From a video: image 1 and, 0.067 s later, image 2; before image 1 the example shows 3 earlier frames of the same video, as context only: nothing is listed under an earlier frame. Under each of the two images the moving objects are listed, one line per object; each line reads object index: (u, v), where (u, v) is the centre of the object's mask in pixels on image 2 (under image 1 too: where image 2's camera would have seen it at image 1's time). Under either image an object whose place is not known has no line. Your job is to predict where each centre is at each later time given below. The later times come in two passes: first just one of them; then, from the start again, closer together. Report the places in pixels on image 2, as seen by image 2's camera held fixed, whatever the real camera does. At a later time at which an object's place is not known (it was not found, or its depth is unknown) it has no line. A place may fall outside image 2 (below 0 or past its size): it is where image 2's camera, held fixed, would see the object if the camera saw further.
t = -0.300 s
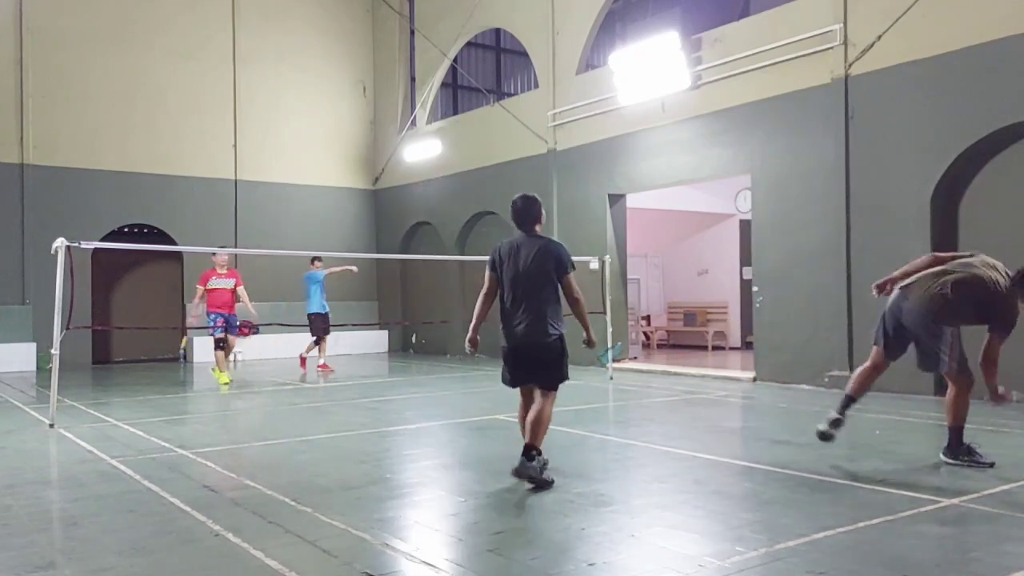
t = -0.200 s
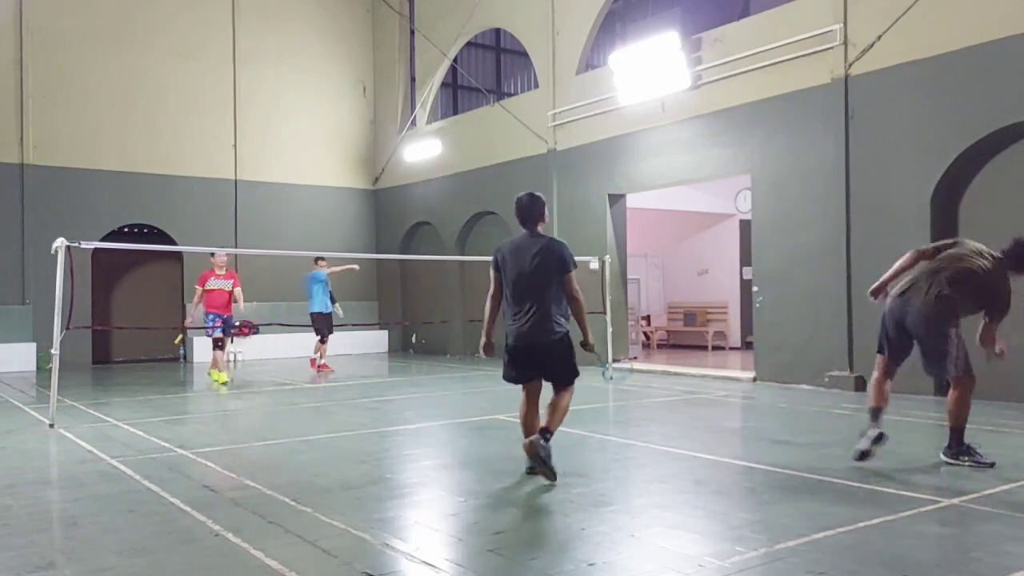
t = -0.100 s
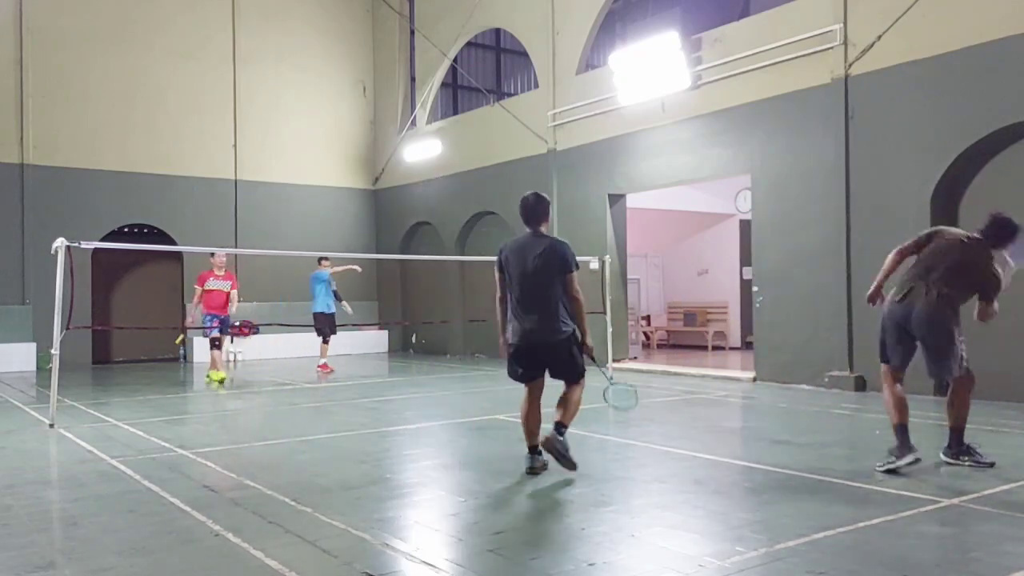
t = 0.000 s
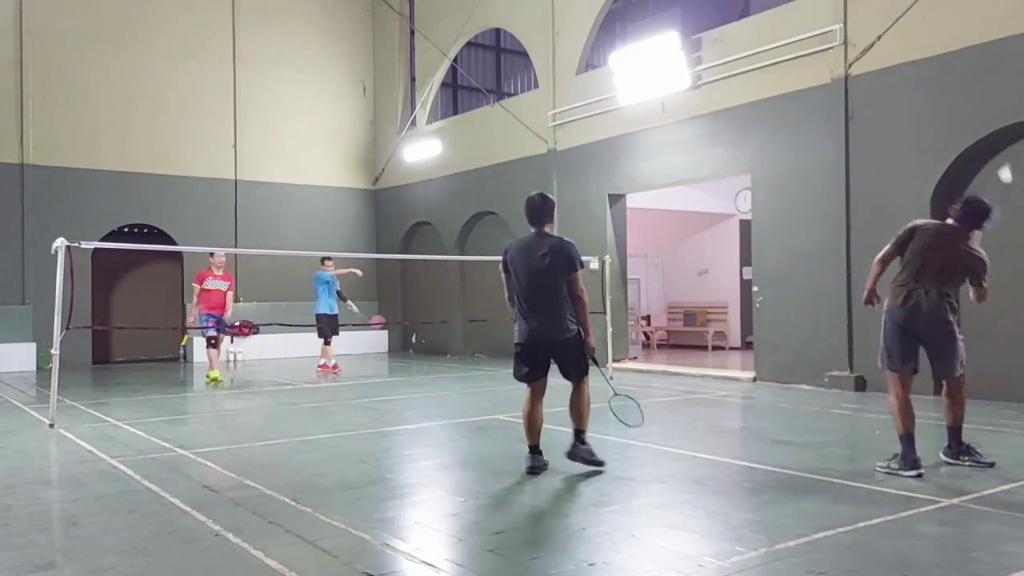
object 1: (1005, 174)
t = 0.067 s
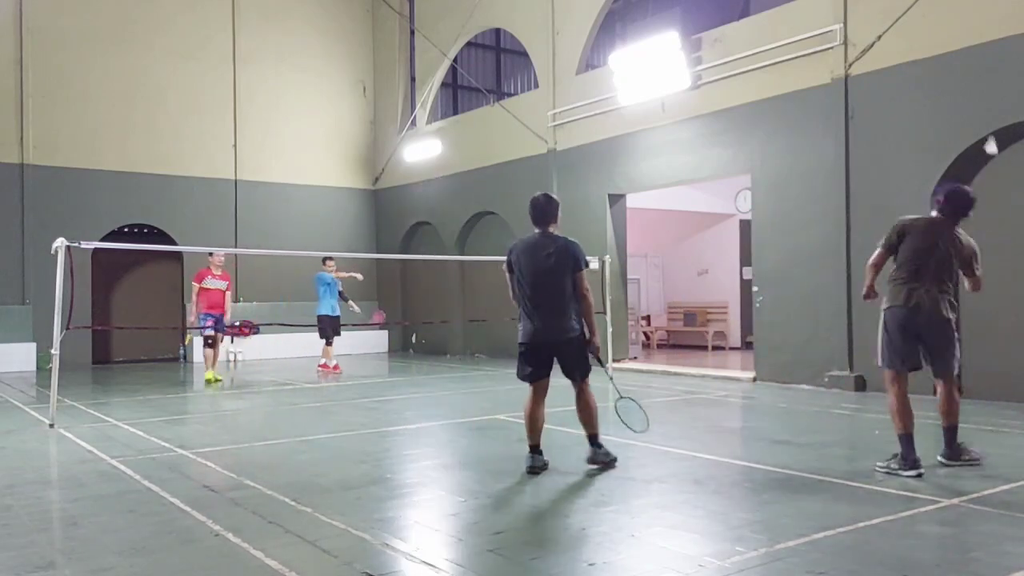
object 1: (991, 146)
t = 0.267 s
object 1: (955, 104)
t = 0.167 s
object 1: (972, 118)
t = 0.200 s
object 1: (967, 113)
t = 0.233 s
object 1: (961, 108)
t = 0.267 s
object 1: (955, 104)
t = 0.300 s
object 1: (949, 102)
